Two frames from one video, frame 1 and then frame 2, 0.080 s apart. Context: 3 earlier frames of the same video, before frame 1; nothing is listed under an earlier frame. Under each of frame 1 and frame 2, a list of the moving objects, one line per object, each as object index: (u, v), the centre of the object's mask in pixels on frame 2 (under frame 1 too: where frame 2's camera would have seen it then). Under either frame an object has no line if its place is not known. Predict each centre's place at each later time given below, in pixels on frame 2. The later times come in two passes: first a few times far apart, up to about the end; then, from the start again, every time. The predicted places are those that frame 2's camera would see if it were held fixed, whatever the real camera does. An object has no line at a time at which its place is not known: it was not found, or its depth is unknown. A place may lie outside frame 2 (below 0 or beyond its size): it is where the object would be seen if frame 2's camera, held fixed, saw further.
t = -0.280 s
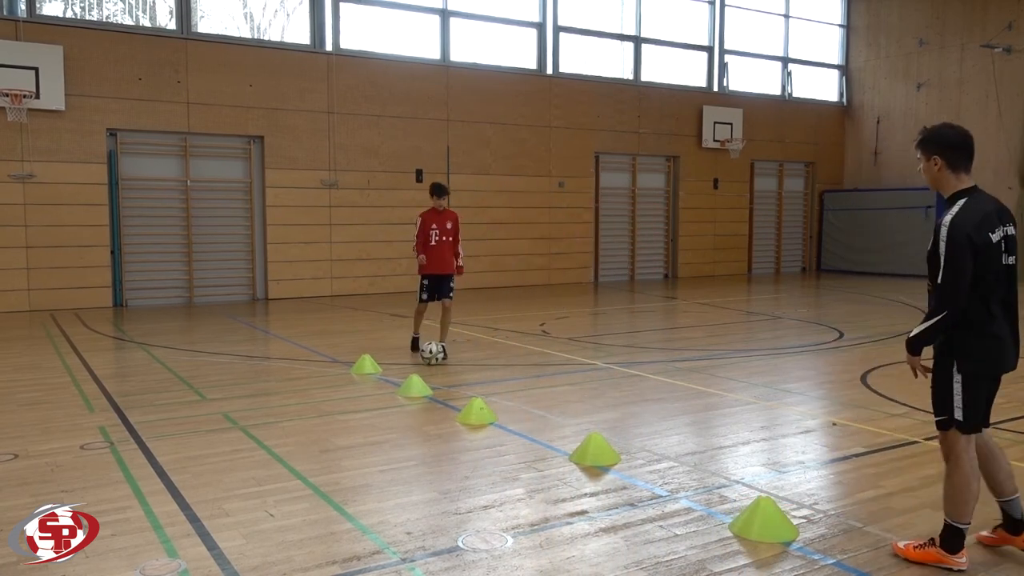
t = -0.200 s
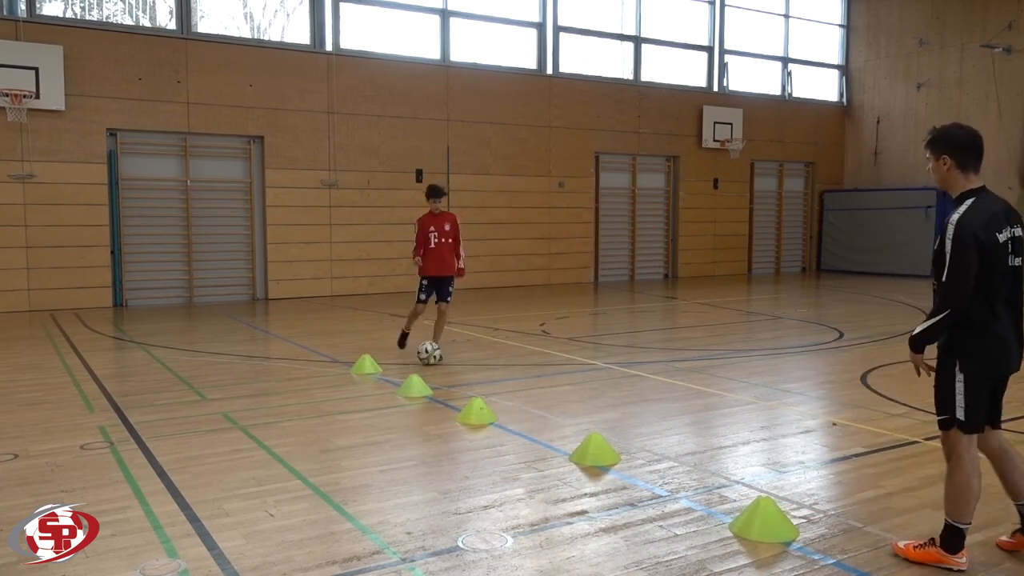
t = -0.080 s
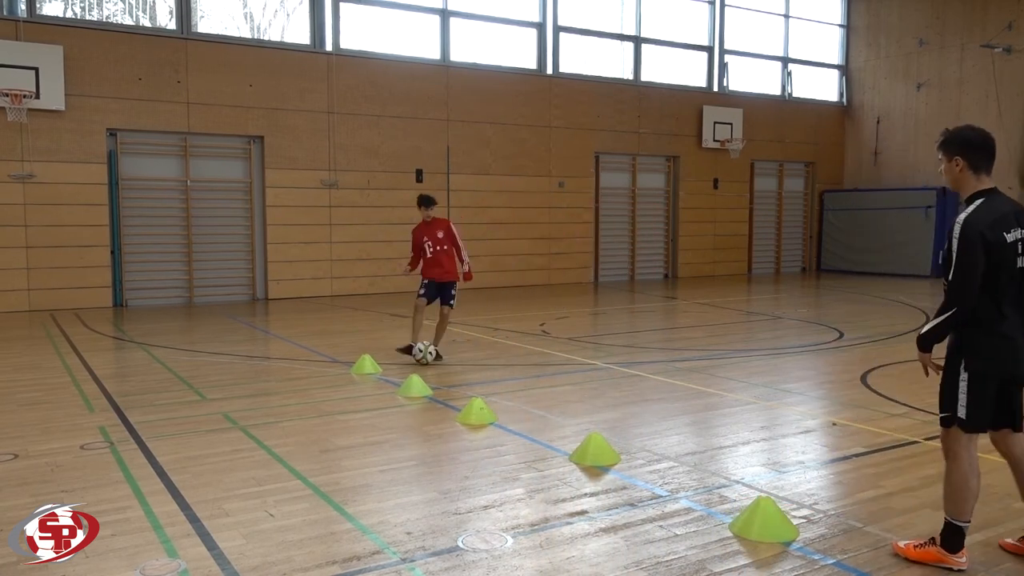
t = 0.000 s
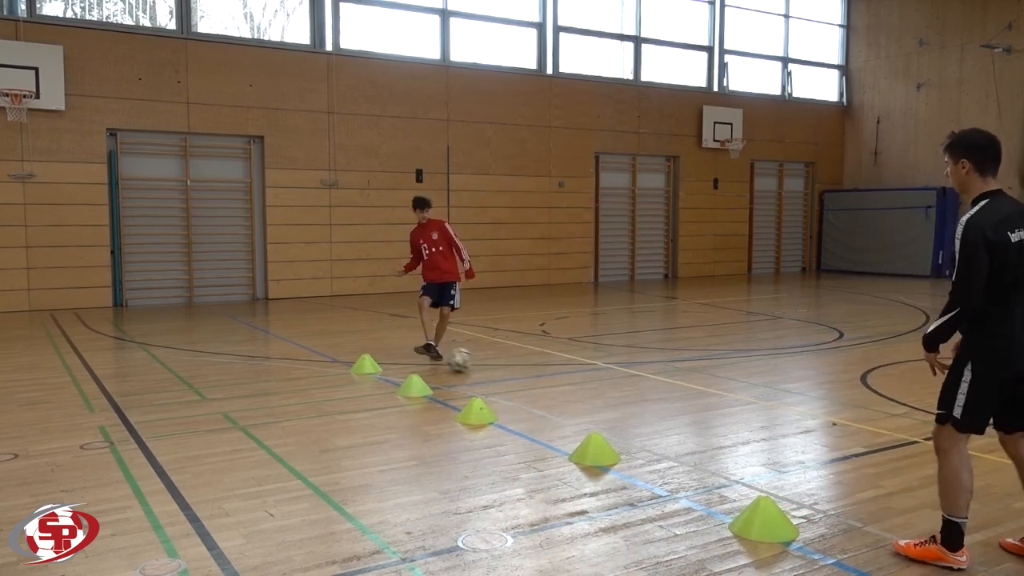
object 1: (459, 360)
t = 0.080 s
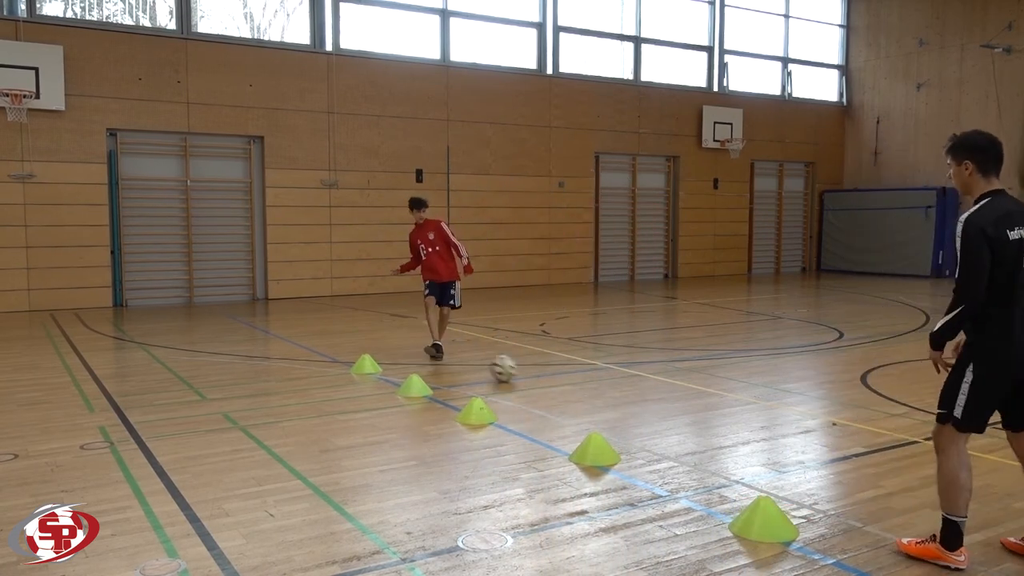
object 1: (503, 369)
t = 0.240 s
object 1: (602, 390)
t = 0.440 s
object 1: (746, 419)
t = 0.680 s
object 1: (956, 460)
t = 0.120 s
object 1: (526, 374)
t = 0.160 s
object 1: (551, 378)
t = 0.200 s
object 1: (576, 384)
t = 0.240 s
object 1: (602, 390)
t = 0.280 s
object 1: (628, 394)
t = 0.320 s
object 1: (656, 400)
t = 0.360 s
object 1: (685, 406)
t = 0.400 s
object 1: (715, 413)
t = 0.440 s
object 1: (746, 419)
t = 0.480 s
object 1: (778, 424)
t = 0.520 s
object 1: (812, 432)
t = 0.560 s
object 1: (844, 438)
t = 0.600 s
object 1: (881, 446)
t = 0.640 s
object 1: (918, 453)
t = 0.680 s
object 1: (956, 460)
